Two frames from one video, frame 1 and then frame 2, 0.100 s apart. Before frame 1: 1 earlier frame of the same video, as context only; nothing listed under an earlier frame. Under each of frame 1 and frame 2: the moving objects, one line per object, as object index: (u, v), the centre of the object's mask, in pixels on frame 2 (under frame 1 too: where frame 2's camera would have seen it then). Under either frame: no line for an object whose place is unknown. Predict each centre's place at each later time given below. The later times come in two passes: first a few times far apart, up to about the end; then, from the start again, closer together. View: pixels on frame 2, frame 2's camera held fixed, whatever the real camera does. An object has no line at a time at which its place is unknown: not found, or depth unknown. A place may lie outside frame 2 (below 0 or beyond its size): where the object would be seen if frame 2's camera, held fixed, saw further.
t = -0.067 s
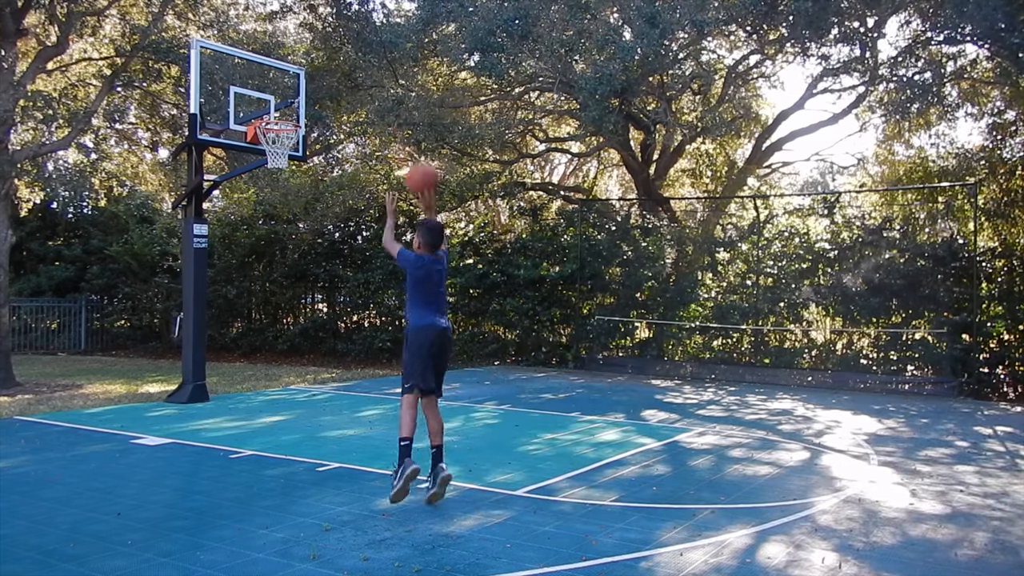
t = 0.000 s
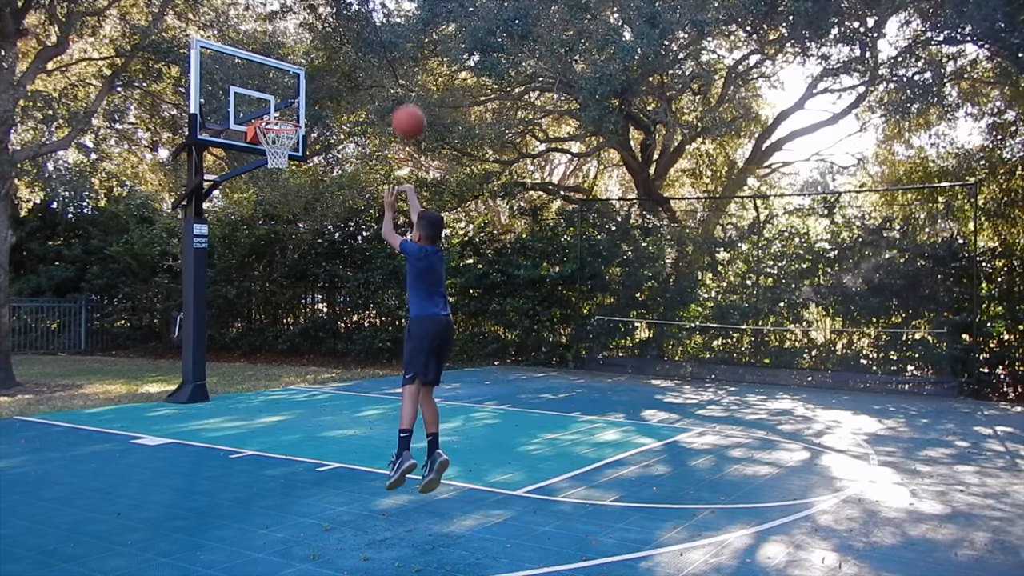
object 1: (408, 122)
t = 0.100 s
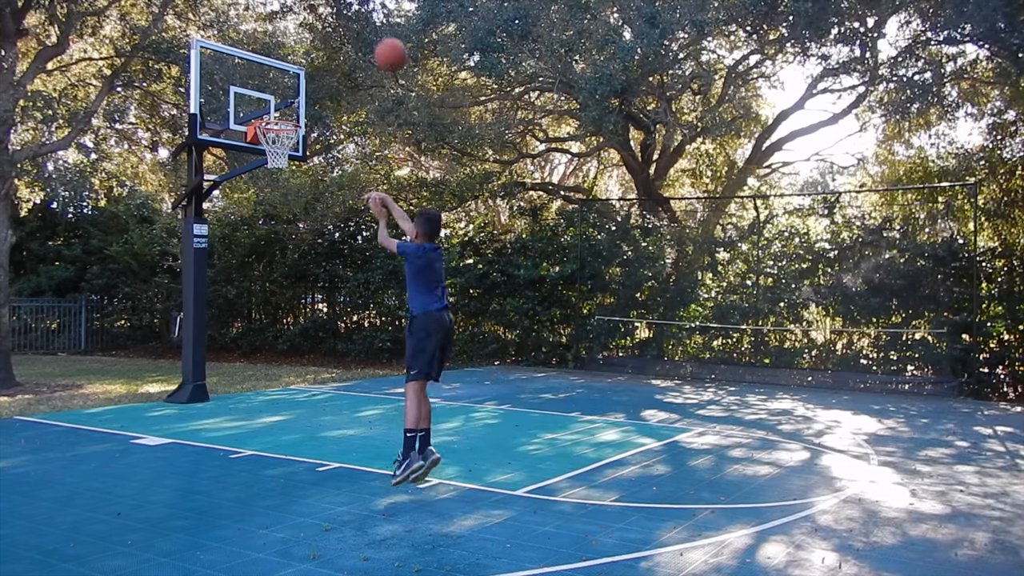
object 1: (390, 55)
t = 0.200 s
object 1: (373, 10)
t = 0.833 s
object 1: (295, 8)
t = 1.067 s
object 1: (274, 97)
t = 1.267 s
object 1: (276, 157)
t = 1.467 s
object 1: (288, 193)
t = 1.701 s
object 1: (302, 285)
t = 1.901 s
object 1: (312, 404)
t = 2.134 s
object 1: (331, 316)
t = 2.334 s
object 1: (347, 276)
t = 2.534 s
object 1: (363, 273)
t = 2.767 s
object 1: (382, 320)
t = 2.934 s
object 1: (395, 388)
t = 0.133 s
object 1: (384, 37)
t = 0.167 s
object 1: (378, 21)
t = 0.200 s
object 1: (373, 10)
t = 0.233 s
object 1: (369, 3)
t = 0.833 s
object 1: (295, 8)
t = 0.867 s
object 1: (292, 16)
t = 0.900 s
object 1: (288, 29)
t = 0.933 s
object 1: (285, 41)
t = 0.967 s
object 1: (282, 54)
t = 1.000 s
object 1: (280, 68)
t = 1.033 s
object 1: (276, 81)
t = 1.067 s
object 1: (274, 97)
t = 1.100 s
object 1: (271, 112)
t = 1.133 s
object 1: (268, 128)
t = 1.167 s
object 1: (273, 136)
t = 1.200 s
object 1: (272, 157)
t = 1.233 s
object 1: (274, 156)
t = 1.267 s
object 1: (276, 157)
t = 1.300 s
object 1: (277, 162)
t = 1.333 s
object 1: (278, 169)
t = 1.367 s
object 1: (282, 172)
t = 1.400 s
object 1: (283, 176)
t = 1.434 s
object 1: (286, 185)
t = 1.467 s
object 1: (288, 193)
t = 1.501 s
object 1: (290, 202)
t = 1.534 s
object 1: (292, 215)
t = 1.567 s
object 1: (293, 226)
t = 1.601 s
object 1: (295, 239)
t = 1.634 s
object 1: (298, 253)
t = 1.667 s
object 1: (300, 269)
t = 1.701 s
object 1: (302, 285)
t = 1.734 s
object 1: (304, 302)
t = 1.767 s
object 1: (305, 321)
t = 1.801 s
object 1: (307, 340)
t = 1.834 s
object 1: (309, 360)
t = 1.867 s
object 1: (310, 382)
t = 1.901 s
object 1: (312, 404)
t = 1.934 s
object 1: (314, 389)
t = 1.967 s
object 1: (316, 374)
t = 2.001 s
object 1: (320, 360)
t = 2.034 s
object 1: (322, 348)
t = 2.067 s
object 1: (325, 336)
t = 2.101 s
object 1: (328, 326)
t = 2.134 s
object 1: (331, 316)
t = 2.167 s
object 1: (334, 306)
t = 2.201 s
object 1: (336, 298)
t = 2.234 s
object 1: (339, 291)
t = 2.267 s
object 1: (341, 285)
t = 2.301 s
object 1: (344, 280)
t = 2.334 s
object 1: (347, 276)
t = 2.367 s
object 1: (349, 273)
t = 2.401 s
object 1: (352, 271)
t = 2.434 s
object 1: (355, 270)
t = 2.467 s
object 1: (357, 270)
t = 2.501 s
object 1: (360, 271)
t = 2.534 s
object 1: (363, 273)
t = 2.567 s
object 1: (365, 276)
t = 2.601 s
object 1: (368, 280)
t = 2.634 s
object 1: (371, 285)
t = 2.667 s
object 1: (373, 292)
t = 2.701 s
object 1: (376, 300)
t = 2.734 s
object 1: (379, 308)
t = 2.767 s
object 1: (382, 320)
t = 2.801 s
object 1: (384, 331)
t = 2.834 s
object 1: (387, 344)
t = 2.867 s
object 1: (389, 355)
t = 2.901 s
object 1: (392, 371)
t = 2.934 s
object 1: (395, 388)
